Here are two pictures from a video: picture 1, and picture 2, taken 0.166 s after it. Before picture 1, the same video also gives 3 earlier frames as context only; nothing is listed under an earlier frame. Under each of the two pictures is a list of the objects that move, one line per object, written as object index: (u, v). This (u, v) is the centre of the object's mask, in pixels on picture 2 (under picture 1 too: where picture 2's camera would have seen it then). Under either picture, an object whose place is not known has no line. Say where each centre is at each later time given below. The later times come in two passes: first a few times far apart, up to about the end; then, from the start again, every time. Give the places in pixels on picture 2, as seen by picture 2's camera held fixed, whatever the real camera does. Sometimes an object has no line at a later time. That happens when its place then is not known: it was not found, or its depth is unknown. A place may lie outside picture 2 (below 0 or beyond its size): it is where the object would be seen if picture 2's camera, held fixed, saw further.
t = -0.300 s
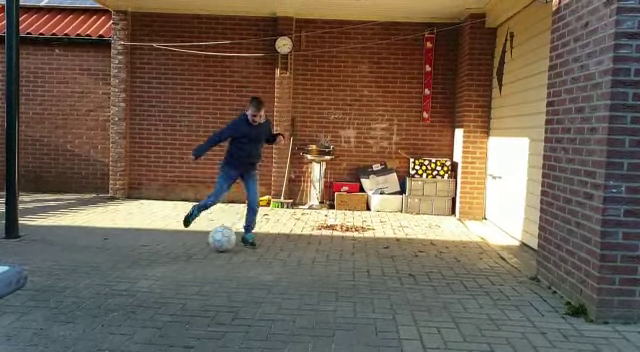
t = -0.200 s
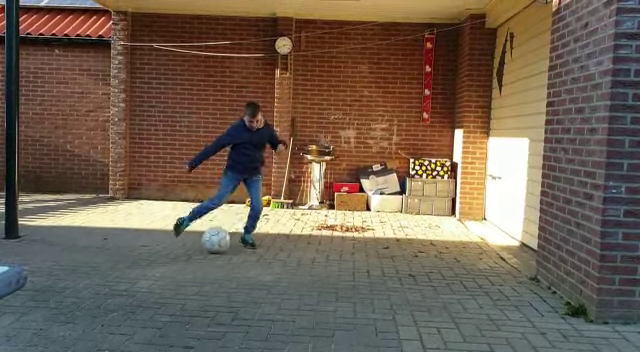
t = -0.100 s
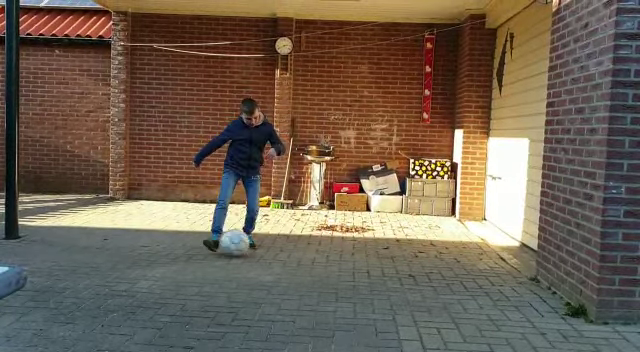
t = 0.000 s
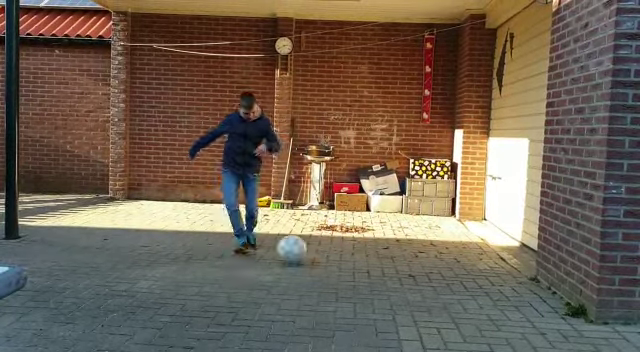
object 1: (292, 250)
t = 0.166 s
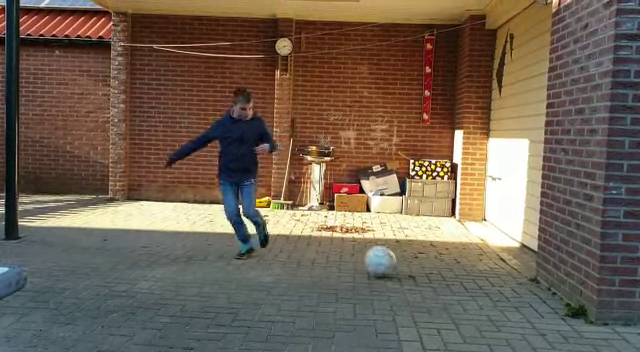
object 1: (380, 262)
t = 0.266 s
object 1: (430, 270)
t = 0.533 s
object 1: (550, 283)
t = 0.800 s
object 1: (483, 290)
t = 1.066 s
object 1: (448, 303)
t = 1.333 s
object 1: (407, 317)
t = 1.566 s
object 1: (365, 330)
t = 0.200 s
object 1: (397, 265)
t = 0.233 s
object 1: (413, 267)
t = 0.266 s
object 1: (430, 270)
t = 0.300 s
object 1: (445, 271)
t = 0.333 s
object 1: (459, 273)
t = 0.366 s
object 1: (474, 275)
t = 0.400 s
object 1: (489, 275)
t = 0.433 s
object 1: (505, 277)
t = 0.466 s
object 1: (520, 279)
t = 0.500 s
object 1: (536, 281)
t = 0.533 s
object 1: (550, 283)
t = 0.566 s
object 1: (542, 280)
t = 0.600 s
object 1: (533, 278)
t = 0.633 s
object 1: (525, 278)
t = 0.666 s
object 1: (515, 279)
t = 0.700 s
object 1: (505, 285)
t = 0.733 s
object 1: (495, 291)
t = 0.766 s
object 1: (487, 294)
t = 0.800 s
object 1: (483, 290)
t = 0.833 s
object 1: (479, 290)
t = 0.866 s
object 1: (475, 291)
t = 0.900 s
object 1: (471, 293)
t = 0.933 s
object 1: (465, 298)
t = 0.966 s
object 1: (461, 301)
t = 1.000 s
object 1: (457, 300)
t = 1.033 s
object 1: (452, 300)
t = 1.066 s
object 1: (448, 303)
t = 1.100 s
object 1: (442, 307)
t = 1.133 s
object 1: (438, 307)
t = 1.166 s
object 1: (433, 309)
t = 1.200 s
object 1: (428, 312)
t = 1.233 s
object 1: (424, 312)
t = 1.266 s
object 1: (418, 314)
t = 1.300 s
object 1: (413, 316)
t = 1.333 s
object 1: (407, 317)
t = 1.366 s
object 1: (402, 321)
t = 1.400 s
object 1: (397, 322)
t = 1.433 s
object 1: (391, 324)
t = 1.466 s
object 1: (384, 326)
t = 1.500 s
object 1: (378, 328)
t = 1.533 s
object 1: (372, 329)
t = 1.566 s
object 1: (365, 330)
